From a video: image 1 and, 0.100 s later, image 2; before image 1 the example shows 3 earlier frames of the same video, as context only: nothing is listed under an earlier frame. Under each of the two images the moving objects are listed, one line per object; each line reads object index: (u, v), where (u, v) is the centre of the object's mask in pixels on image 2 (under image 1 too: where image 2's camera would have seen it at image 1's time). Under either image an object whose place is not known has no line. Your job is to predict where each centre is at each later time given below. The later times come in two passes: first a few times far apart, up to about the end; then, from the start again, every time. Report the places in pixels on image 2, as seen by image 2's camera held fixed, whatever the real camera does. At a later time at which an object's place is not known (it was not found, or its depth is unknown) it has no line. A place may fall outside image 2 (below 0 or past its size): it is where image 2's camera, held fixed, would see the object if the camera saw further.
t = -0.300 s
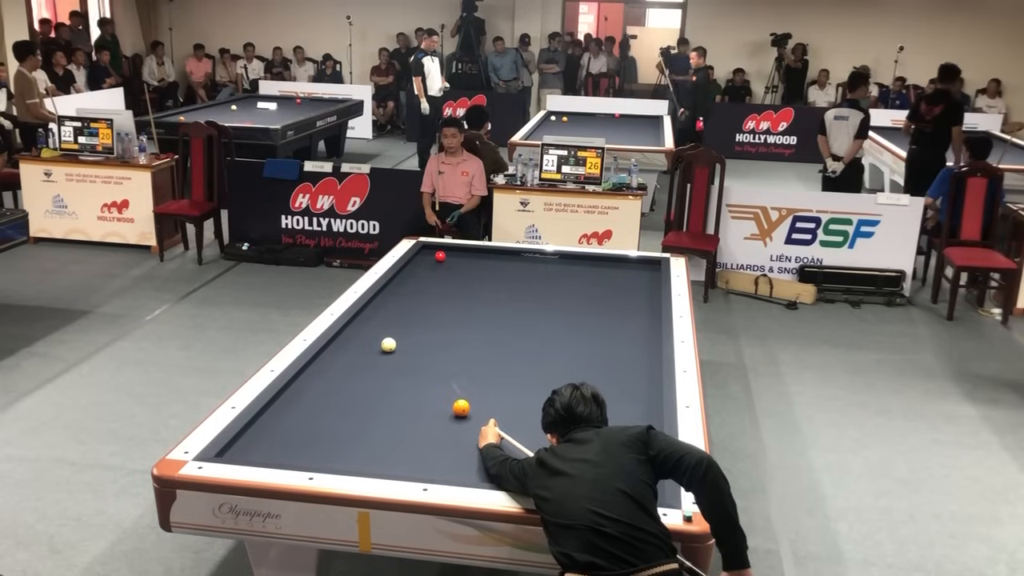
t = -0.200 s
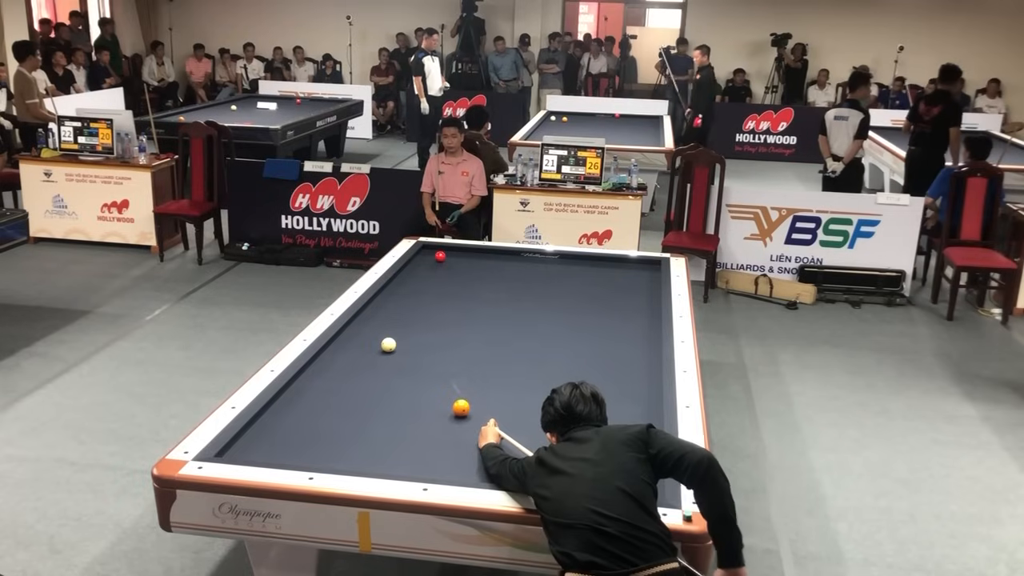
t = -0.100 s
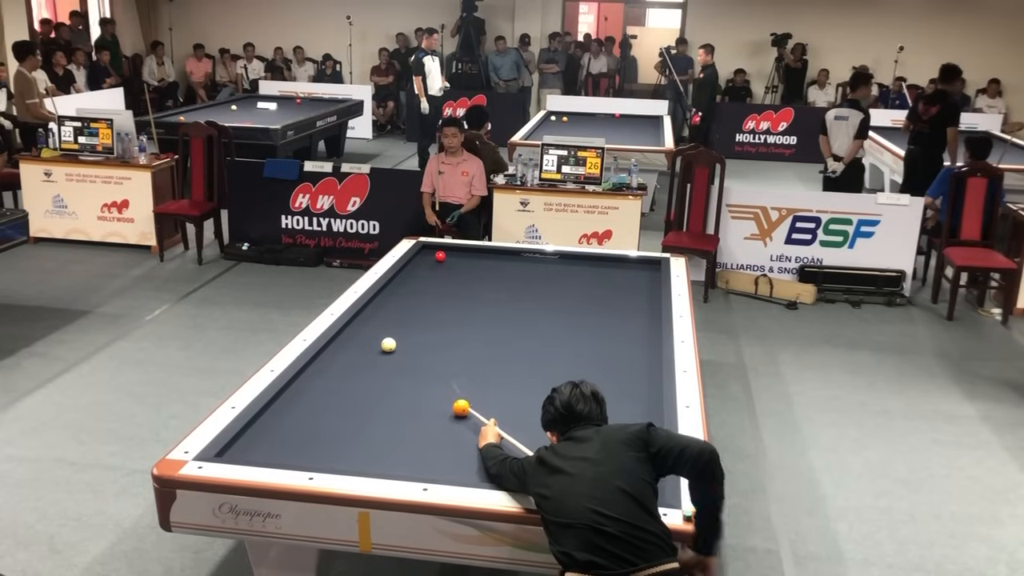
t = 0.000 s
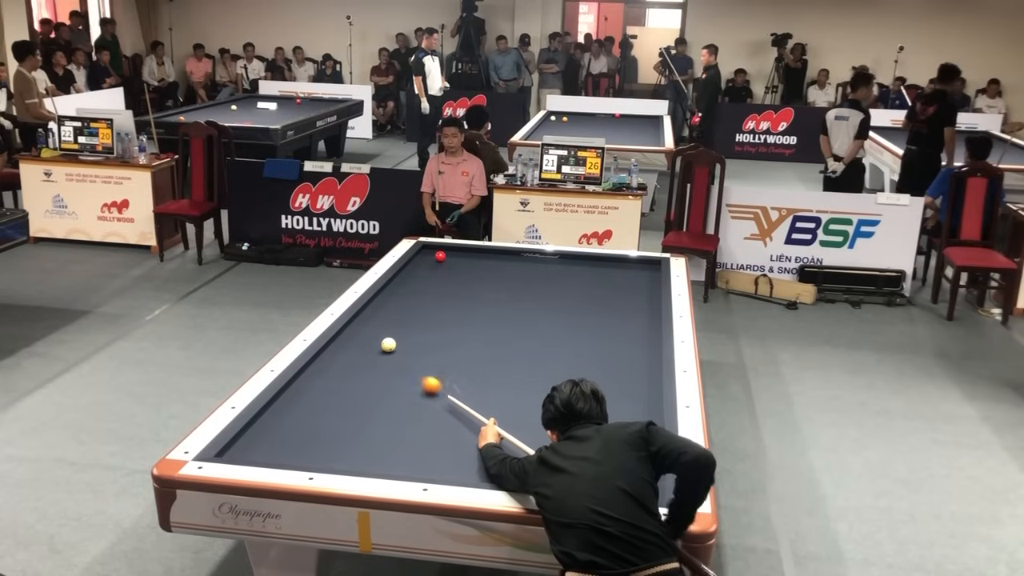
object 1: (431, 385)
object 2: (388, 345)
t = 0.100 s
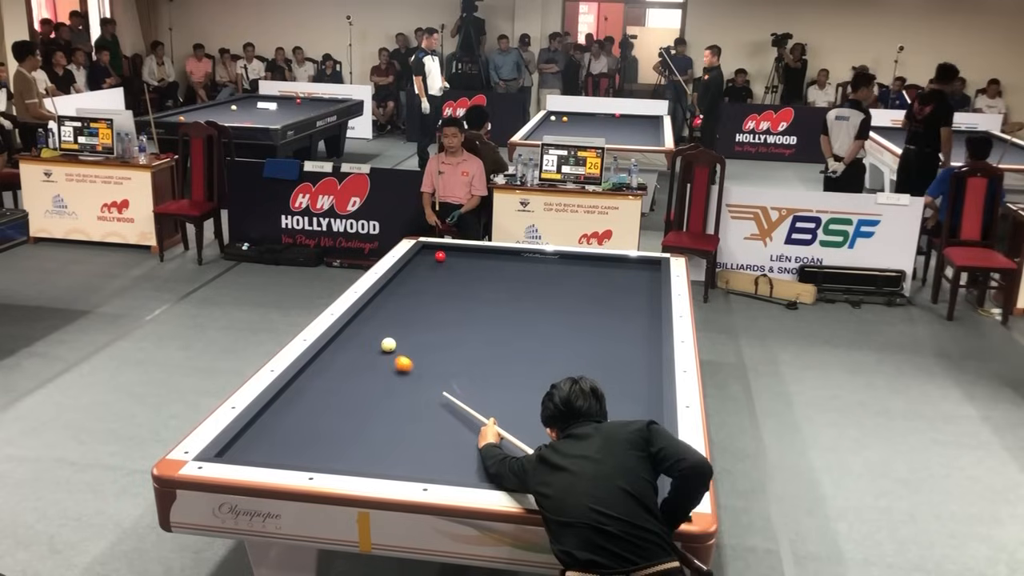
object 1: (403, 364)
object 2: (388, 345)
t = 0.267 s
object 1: (353, 346)
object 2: (397, 334)
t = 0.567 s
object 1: (407, 338)
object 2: (422, 308)
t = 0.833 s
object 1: (470, 331)
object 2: (437, 290)
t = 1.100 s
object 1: (526, 324)
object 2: (451, 275)
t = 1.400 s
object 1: (585, 315)
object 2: (465, 260)
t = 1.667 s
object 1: (634, 309)
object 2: (473, 251)
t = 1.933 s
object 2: (466, 259)
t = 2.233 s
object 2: (459, 267)
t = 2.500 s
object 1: (594, 287)
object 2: (453, 274)
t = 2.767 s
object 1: (575, 281)
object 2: (446, 282)
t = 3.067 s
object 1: (556, 274)
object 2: (439, 291)
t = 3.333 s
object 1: (539, 269)
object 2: (432, 299)
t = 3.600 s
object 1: (524, 263)
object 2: (425, 308)
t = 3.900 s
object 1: (508, 258)
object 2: (418, 318)
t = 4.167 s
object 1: (495, 254)
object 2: (410, 328)
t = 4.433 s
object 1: (482, 250)
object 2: (403, 337)
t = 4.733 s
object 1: (469, 252)
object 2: (395, 349)
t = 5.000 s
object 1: (457, 253)
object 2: (387, 359)
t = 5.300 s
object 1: (446, 253)
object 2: (378, 371)
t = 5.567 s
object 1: (434, 252)
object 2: (370, 382)
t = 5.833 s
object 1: (426, 253)
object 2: (362, 394)
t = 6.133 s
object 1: (421, 254)
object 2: (352, 407)
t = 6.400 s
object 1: (425, 254)
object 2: (343, 419)
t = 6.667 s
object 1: (428, 254)
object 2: (334, 432)
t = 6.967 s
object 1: (432, 254)
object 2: (322, 446)
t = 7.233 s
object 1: (435, 254)
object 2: (310, 458)
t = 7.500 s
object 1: (438, 255)
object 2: (311, 457)
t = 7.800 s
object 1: (441, 256)
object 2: (315, 450)
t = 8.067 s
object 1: (442, 256)
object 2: (319, 443)
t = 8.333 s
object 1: (443, 257)
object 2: (323, 438)
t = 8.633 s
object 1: (443, 257)
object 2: (327, 432)
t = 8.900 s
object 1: (444, 257)
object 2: (330, 427)
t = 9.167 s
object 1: (444, 257)
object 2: (332, 423)
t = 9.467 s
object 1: (444, 257)
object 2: (335, 418)
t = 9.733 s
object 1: (444, 257)
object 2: (336, 415)
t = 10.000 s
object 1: (444, 257)
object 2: (338, 412)
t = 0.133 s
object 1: (395, 358)
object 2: (388, 344)
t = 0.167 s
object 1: (387, 352)
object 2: (389, 342)
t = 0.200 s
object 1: (376, 349)
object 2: (391, 342)
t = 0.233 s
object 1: (364, 347)
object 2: (394, 338)
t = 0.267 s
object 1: (353, 346)
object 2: (397, 334)
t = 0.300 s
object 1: (341, 344)
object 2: (401, 331)
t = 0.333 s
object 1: (336, 342)
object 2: (404, 327)
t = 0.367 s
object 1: (347, 342)
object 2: (407, 324)
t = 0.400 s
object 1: (358, 341)
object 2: (410, 321)
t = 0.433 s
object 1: (368, 341)
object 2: (412, 318)
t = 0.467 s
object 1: (379, 341)
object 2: (415, 315)
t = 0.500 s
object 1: (389, 340)
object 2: (417, 313)
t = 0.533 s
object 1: (398, 339)
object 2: (420, 310)
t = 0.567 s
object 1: (407, 338)
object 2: (422, 308)
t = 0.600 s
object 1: (416, 338)
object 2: (424, 305)
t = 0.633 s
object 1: (425, 337)
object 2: (426, 303)
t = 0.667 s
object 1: (433, 336)
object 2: (428, 301)
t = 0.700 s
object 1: (440, 335)
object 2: (430, 299)
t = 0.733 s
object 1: (448, 334)
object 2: (432, 296)
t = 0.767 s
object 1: (455, 333)
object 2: (434, 294)
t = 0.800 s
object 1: (462, 332)
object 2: (436, 292)
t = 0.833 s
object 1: (470, 331)
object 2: (437, 290)
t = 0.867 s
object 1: (477, 330)
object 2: (439, 288)
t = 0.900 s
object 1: (484, 329)
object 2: (441, 286)
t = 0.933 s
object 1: (492, 328)
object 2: (443, 284)
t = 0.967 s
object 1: (499, 327)
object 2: (445, 282)
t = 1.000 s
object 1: (505, 326)
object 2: (446, 280)
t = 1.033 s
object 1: (513, 325)
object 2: (448, 278)
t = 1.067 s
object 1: (519, 324)
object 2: (450, 277)
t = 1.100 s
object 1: (526, 324)
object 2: (451, 275)
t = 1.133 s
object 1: (533, 323)
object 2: (453, 273)
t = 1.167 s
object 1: (540, 322)
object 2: (455, 271)
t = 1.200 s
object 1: (546, 321)
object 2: (456, 269)
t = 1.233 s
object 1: (553, 320)
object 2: (458, 268)
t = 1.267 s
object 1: (559, 319)
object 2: (459, 266)
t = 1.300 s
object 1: (566, 318)
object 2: (461, 264)
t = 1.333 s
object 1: (572, 317)
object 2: (462, 263)
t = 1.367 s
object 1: (579, 317)
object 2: (464, 261)
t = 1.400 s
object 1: (585, 315)
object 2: (465, 260)
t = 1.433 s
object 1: (591, 314)
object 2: (467, 258)
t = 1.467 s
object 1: (597, 313)
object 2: (468, 257)
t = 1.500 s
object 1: (604, 312)
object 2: (469, 255)
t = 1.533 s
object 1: (610, 311)
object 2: (471, 253)
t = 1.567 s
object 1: (617, 310)
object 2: (472, 252)
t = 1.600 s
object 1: (623, 310)
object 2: (473, 250)
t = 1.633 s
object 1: (629, 309)
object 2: (474, 250)
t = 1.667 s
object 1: (634, 309)
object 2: (473, 251)
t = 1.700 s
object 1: (640, 308)
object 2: (472, 252)
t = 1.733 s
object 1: (645, 308)
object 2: (471, 253)
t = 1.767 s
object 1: (651, 307)
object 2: (470, 254)
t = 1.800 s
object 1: (654, 306)
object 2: (469, 255)
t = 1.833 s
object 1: (651, 305)
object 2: (468, 256)
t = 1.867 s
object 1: (649, 304)
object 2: (468, 257)
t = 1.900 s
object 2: (467, 258)
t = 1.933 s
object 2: (466, 259)
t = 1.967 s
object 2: (466, 260)
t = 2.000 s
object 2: (465, 261)
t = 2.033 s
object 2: (464, 262)
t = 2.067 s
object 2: (463, 262)
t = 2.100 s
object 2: (462, 263)
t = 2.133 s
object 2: (461, 264)
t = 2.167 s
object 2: (461, 265)
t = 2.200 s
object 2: (460, 266)
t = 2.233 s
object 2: (459, 267)
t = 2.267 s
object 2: (458, 268)
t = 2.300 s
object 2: (457, 269)
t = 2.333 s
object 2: (457, 270)
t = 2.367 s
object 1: (599, 291)
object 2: (456, 271)
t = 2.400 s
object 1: (598, 289)
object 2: (455, 272)
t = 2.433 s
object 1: (597, 289)
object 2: (454, 273)
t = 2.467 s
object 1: (596, 288)
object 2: (453, 274)
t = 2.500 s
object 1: (594, 287)
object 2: (453, 274)
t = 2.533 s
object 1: (591, 286)
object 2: (452, 275)
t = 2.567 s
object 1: (589, 286)
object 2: (451, 276)
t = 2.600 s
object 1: (587, 285)
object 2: (450, 277)
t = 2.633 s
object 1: (584, 284)
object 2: (449, 278)
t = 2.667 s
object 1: (582, 283)
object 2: (449, 279)
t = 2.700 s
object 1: (579, 282)
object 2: (448, 280)
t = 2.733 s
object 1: (577, 282)
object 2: (447, 281)
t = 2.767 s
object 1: (575, 281)
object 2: (446, 282)
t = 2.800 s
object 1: (573, 280)
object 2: (445, 283)
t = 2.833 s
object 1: (571, 279)
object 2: (445, 284)
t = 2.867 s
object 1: (569, 278)
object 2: (444, 285)
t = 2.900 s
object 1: (566, 278)
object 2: (443, 286)
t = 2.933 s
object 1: (564, 277)
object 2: (442, 287)
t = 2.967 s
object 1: (562, 276)
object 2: (441, 288)
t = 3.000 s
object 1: (560, 276)
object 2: (440, 289)
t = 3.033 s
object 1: (557, 275)
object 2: (439, 290)
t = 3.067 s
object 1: (556, 274)
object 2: (439, 291)
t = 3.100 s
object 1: (553, 273)
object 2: (438, 292)
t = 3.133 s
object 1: (552, 273)
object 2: (437, 293)
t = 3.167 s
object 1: (549, 272)
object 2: (436, 294)
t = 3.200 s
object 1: (547, 271)
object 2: (435, 295)
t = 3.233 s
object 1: (545, 270)
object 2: (435, 296)
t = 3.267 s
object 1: (544, 270)
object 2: (434, 297)
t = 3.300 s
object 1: (541, 269)
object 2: (433, 298)
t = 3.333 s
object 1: (539, 269)
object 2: (432, 299)
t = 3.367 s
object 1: (537, 268)
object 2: (431, 301)
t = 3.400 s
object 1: (536, 267)
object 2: (430, 301)
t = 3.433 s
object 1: (534, 267)
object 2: (430, 303)
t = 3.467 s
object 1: (532, 266)
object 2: (429, 304)
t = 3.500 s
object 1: (530, 265)
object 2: (428, 305)
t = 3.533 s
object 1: (528, 264)
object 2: (427, 306)
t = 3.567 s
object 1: (526, 264)
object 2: (426, 307)
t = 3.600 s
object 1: (524, 263)
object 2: (425, 308)
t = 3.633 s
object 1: (522, 263)
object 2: (425, 309)
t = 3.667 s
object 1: (521, 262)
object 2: (424, 310)
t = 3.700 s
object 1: (519, 261)
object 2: (423, 311)
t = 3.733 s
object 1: (517, 261)
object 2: (422, 313)
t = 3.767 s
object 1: (515, 260)
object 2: (421, 314)
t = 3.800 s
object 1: (514, 260)
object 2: (420, 315)
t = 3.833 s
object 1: (512, 259)
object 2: (420, 316)
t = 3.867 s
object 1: (510, 259)
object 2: (418, 317)
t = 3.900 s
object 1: (508, 258)
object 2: (418, 318)
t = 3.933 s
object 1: (507, 257)
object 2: (417, 320)
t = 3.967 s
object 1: (505, 257)
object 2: (416, 321)
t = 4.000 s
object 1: (503, 256)
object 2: (415, 322)
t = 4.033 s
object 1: (502, 255)
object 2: (414, 323)
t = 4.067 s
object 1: (500, 255)
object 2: (413, 324)
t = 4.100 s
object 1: (498, 254)
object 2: (412, 325)
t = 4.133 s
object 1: (497, 254)
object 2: (411, 327)
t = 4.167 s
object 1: (495, 254)
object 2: (410, 328)
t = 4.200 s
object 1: (493, 253)
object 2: (410, 329)
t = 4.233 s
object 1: (492, 252)
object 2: (409, 330)
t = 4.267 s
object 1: (490, 251)
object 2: (408, 331)
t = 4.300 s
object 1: (489, 251)
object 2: (407, 333)
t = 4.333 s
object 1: (487, 250)
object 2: (406, 334)
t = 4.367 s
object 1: (485, 250)
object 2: (405, 335)
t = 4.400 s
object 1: (484, 250)
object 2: (404, 336)
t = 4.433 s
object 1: (482, 250)
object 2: (403, 337)
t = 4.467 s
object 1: (481, 251)
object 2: (402, 339)
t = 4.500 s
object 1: (479, 251)
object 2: (401, 340)
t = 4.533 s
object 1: (478, 251)
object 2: (400, 341)
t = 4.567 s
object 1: (476, 251)
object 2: (399, 342)
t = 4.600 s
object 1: (475, 251)
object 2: (398, 344)
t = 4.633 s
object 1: (473, 252)
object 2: (397, 345)
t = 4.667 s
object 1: (472, 252)
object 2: (397, 346)
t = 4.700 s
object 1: (470, 252)
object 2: (396, 347)
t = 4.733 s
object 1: (469, 252)
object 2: (395, 349)
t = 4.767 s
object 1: (467, 252)
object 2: (394, 350)
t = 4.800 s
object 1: (466, 252)
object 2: (393, 351)
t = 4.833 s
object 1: (464, 252)
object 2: (392, 352)
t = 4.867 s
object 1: (463, 252)
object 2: (391, 354)
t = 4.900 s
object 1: (462, 253)
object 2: (390, 355)
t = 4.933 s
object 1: (460, 252)
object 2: (389, 357)
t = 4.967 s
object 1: (459, 253)
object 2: (388, 358)
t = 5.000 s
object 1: (457, 253)
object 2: (387, 359)
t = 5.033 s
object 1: (456, 253)
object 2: (386, 360)
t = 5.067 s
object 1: (455, 253)
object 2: (385, 362)
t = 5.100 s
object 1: (453, 253)
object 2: (384, 363)
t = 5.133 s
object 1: (451, 253)
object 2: (383, 364)
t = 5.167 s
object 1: (450, 253)
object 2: (382, 366)
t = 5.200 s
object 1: (449, 253)
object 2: (381, 367)
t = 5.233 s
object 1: (448, 253)
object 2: (380, 368)
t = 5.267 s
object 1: (447, 253)
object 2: (379, 370)
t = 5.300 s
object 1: (446, 253)
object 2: (378, 371)
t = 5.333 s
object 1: (445, 253)
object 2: (377, 373)
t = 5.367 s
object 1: (443, 252)
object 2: (376, 374)
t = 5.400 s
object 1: (442, 252)
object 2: (375, 375)
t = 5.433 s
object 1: (440, 251)
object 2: (374, 377)
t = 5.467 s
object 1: (438, 252)
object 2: (373, 378)
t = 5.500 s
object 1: (437, 252)
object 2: (372, 379)
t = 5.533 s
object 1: (435, 252)
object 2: (371, 381)
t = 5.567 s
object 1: (434, 252)
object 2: (370, 382)
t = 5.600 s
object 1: (433, 252)
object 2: (369, 384)
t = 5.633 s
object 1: (432, 253)
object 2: (368, 385)
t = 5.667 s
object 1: (431, 253)
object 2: (367, 386)
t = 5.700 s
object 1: (430, 253)
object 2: (366, 388)
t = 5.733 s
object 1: (429, 253)
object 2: (365, 389)
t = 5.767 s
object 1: (428, 253)
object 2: (364, 391)
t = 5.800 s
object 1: (427, 253)
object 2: (363, 392)
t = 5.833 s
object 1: (426, 253)
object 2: (362, 394)
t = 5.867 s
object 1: (425, 253)
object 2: (361, 395)
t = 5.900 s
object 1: (424, 253)
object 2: (360, 397)
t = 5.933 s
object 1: (423, 253)
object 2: (359, 398)
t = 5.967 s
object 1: (422, 254)
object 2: (358, 399)
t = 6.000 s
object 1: (421, 254)
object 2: (357, 401)
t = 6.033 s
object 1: (420, 254)
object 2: (355, 403)
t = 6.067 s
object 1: (420, 254)
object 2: (354, 404)
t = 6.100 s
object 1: (421, 254)
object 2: (353, 405)
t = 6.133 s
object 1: (421, 254)
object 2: (352, 407)
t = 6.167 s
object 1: (422, 254)
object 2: (351, 409)
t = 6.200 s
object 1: (422, 254)
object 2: (350, 410)
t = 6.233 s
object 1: (422, 254)
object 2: (349, 412)
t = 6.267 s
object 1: (423, 254)
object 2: (348, 413)
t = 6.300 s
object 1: (424, 254)
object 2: (347, 414)
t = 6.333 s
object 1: (424, 254)
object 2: (346, 416)
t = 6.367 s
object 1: (425, 254)
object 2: (345, 418)
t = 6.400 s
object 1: (425, 254)
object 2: (343, 419)
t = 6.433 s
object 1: (426, 254)
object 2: (342, 421)
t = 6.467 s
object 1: (426, 254)
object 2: (341, 422)
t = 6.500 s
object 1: (427, 254)
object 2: (340, 424)
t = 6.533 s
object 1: (427, 255)
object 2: (339, 426)
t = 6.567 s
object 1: (427, 254)
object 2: (337, 427)
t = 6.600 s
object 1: (427, 254)
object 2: (336, 429)
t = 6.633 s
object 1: (428, 255)
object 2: (335, 430)
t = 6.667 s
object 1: (428, 254)
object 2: (334, 432)
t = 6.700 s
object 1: (429, 254)
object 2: (332, 433)
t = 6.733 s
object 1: (429, 255)
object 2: (331, 435)
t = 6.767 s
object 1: (429, 255)
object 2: (330, 437)
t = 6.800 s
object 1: (430, 254)
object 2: (328, 438)
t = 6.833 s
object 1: (430, 255)
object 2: (327, 440)
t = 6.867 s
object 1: (430, 254)
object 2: (326, 441)
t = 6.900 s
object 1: (431, 254)
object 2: (324, 443)
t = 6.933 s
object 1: (431, 254)
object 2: (323, 445)
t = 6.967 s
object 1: (432, 254)
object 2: (322, 446)
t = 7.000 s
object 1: (432, 254)
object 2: (320, 448)
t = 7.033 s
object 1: (433, 254)
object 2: (319, 450)
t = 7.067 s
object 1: (433, 254)
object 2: (318, 451)
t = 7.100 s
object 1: (433, 254)
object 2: (316, 453)
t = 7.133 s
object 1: (433, 254)
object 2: (315, 455)
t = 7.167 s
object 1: (434, 254)
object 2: (313, 456)
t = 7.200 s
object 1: (434, 254)
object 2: (312, 457)
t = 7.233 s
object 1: (435, 254)
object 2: (310, 458)
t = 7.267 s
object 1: (435, 254)
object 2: (309, 459)
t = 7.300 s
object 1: (435, 254)
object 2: (308, 460)
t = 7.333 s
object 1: (435, 254)
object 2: (308, 460)
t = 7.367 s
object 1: (437, 254)
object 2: (308, 460)
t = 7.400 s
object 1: (437, 255)
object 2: (309, 459)
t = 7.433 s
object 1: (437, 254)
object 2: (309, 459)
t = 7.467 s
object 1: (438, 254)
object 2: (310, 458)
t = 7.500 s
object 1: (438, 255)
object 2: (311, 457)
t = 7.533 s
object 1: (438, 255)
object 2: (311, 457)
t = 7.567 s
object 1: (439, 255)
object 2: (312, 456)
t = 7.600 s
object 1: (439, 255)
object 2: (312, 456)
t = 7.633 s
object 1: (439, 255)
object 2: (313, 455)
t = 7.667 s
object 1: (440, 255)
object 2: (313, 454)
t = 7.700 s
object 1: (440, 255)
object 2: (314, 453)
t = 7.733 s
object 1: (440, 255)
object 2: (314, 452)
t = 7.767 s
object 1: (440, 256)
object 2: (315, 451)
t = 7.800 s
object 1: (441, 256)
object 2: (315, 450)
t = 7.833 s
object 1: (441, 256)
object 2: (316, 449)
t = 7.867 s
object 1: (441, 256)
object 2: (316, 449)
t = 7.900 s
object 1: (441, 256)
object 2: (317, 448)
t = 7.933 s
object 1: (441, 256)
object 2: (317, 447)
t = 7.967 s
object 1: (441, 256)
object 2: (318, 446)
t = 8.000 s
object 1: (441, 256)
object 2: (318, 445)
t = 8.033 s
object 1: (442, 256)
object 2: (319, 444)
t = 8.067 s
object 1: (442, 256)
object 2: (319, 443)
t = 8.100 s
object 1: (442, 256)
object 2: (320, 443)
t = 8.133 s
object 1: (442, 256)
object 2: (320, 442)
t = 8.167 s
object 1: (442, 256)
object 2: (321, 441)
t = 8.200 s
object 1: (442, 256)
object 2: (321, 440)
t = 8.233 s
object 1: (442, 257)
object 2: (322, 440)
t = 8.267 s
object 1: (443, 257)
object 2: (322, 439)
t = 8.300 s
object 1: (443, 257)
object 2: (322, 438)
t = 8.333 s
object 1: (443, 257)
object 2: (323, 438)
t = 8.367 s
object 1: (443, 257)
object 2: (323, 437)
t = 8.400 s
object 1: (443, 257)
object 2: (324, 436)
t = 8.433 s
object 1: (443, 257)
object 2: (324, 436)
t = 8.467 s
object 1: (443, 257)
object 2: (325, 435)
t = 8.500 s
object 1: (443, 257)
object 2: (325, 434)
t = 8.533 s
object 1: (443, 257)
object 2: (325, 434)
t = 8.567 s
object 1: (443, 257)
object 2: (326, 433)
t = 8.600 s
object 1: (443, 257)
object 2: (326, 432)
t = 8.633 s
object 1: (443, 257)
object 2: (327, 432)
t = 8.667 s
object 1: (443, 257)
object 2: (327, 431)
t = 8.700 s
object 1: (443, 257)
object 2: (327, 431)
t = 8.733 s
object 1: (444, 257)
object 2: (328, 430)
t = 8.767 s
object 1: (444, 257)
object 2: (328, 429)
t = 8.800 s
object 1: (444, 257)
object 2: (329, 429)
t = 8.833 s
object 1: (444, 257)
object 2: (329, 428)
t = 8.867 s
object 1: (444, 257)
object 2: (329, 427)
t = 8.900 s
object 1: (444, 257)
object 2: (330, 427)
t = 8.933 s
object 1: (444, 257)
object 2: (330, 426)
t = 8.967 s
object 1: (444, 257)
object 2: (331, 426)
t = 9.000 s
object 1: (444, 257)
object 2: (331, 425)
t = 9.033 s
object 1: (444, 257)
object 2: (331, 425)
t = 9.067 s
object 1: (444, 257)
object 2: (331, 424)
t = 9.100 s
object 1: (444, 257)
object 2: (332, 424)
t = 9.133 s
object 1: (444, 257)
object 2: (332, 423)
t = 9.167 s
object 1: (444, 257)
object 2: (332, 423)
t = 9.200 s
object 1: (444, 257)
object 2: (333, 422)
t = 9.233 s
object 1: (444, 257)
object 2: (333, 422)
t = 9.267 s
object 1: (444, 257)
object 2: (333, 421)
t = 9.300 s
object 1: (444, 257)
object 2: (334, 420)
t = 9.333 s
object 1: (444, 257)
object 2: (334, 420)
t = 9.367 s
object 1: (444, 257)
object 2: (334, 420)
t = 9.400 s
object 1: (444, 257)
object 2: (334, 419)
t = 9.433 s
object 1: (444, 257)
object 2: (335, 419)
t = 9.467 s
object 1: (444, 257)
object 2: (335, 418)
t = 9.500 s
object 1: (444, 257)
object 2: (335, 418)
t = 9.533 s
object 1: (444, 257)
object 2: (335, 417)
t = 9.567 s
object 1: (444, 257)
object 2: (335, 417)
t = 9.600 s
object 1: (444, 257)
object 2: (336, 416)
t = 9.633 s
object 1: (444, 257)
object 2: (336, 416)
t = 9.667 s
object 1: (444, 257)
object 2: (336, 416)
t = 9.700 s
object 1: (444, 257)
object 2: (336, 415)
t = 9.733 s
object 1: (444, 257)
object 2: (336, 415)
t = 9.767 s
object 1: (444, 257)
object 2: (337, 414)
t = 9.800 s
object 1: (444, 257)
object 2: (337, 414)
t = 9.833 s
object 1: (444, 257)
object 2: (337, 414)
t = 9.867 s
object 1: (444, 257)
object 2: (337, 413)
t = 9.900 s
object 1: (444, 257)
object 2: (337, 413)
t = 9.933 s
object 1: (444, 257)
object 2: (338, 413)
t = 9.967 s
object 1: (444, 257)
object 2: (338, 412)
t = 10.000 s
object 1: (444, 257)
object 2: (338, 412)
